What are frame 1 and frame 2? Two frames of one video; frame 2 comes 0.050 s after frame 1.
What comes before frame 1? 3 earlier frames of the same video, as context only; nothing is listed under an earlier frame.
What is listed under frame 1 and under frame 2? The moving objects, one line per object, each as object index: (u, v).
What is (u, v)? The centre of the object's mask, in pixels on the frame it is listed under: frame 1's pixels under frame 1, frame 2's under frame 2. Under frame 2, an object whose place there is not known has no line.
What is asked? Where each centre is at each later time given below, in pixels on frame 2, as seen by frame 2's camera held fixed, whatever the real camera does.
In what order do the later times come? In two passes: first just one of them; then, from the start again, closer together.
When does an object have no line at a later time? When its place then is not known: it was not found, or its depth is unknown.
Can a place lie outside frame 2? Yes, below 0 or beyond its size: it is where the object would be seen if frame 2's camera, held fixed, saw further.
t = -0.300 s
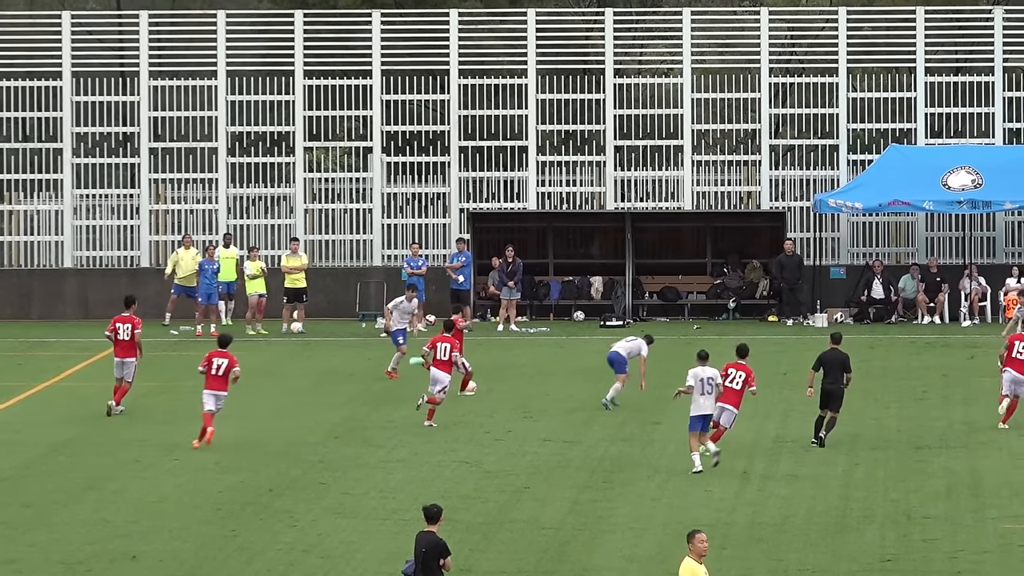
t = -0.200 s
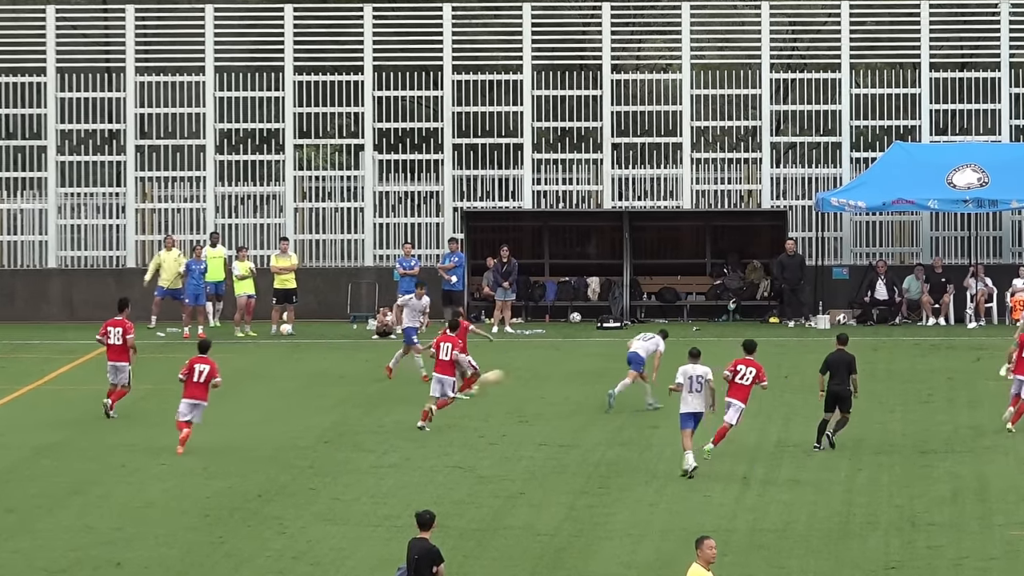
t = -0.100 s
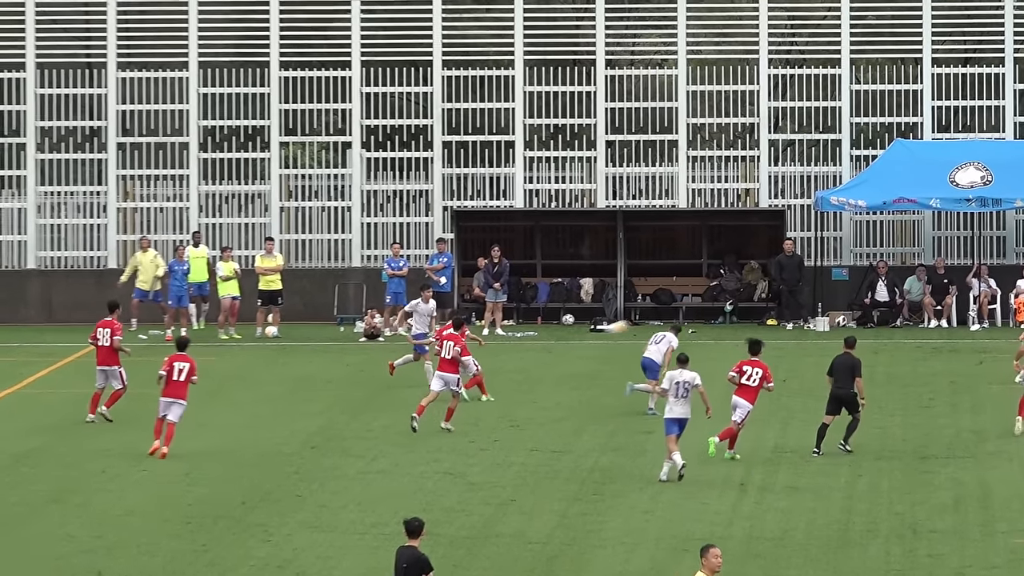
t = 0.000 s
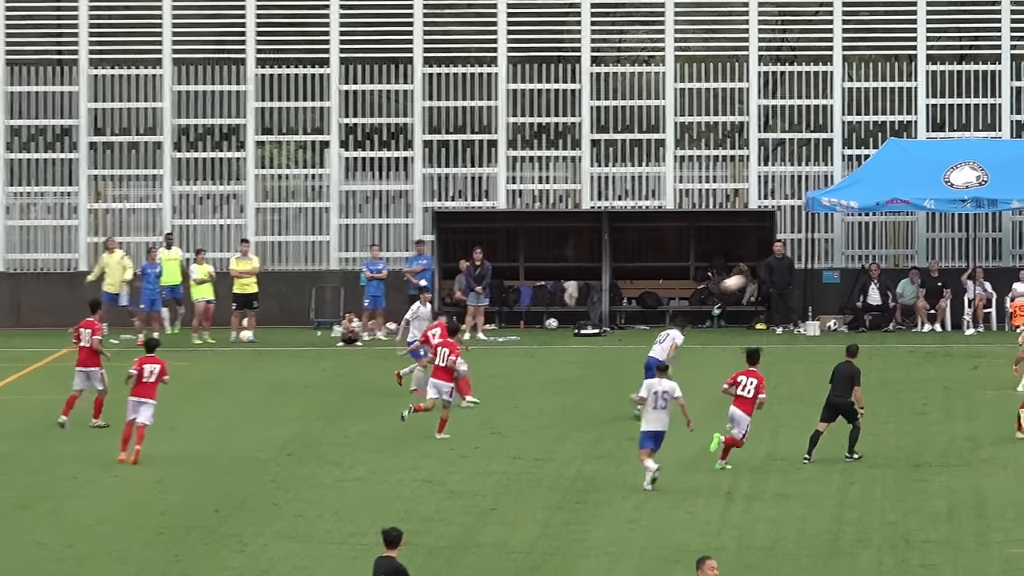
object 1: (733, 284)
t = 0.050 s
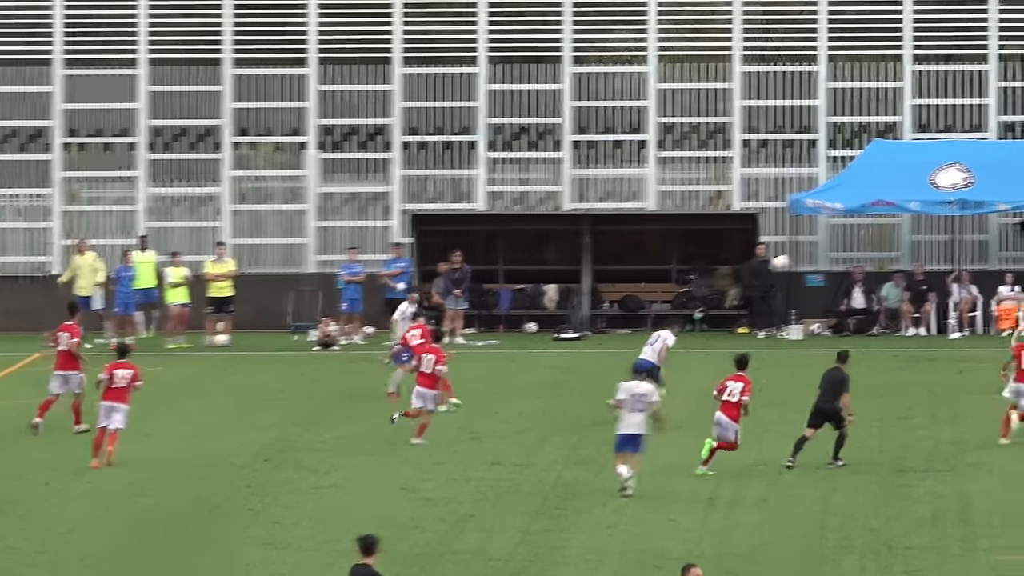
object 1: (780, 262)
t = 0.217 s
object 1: (990, 193)
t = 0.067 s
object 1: (801, 255)
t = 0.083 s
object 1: (822, 247)
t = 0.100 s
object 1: (843, 240)
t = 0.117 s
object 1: (864, 232)
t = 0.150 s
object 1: (906, 218)
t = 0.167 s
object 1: (927, 212)
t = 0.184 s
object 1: (948, 206)
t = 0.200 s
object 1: (969, 199)
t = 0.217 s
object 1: (990, 193)
